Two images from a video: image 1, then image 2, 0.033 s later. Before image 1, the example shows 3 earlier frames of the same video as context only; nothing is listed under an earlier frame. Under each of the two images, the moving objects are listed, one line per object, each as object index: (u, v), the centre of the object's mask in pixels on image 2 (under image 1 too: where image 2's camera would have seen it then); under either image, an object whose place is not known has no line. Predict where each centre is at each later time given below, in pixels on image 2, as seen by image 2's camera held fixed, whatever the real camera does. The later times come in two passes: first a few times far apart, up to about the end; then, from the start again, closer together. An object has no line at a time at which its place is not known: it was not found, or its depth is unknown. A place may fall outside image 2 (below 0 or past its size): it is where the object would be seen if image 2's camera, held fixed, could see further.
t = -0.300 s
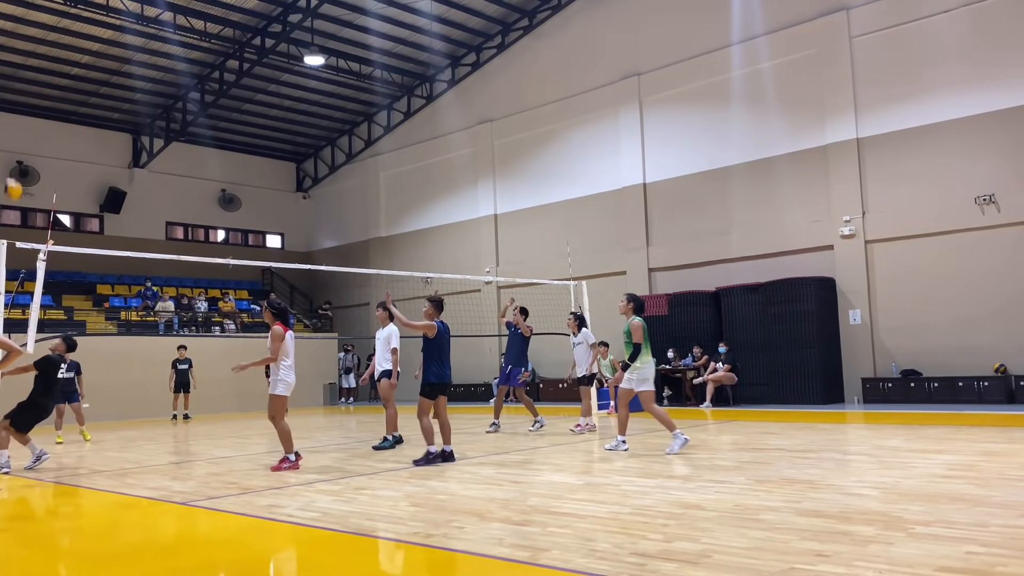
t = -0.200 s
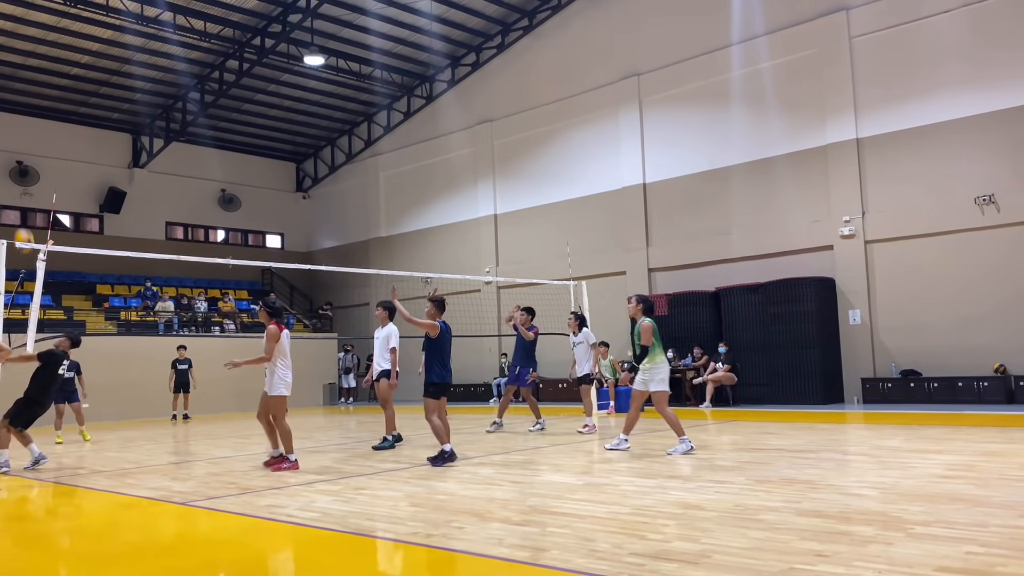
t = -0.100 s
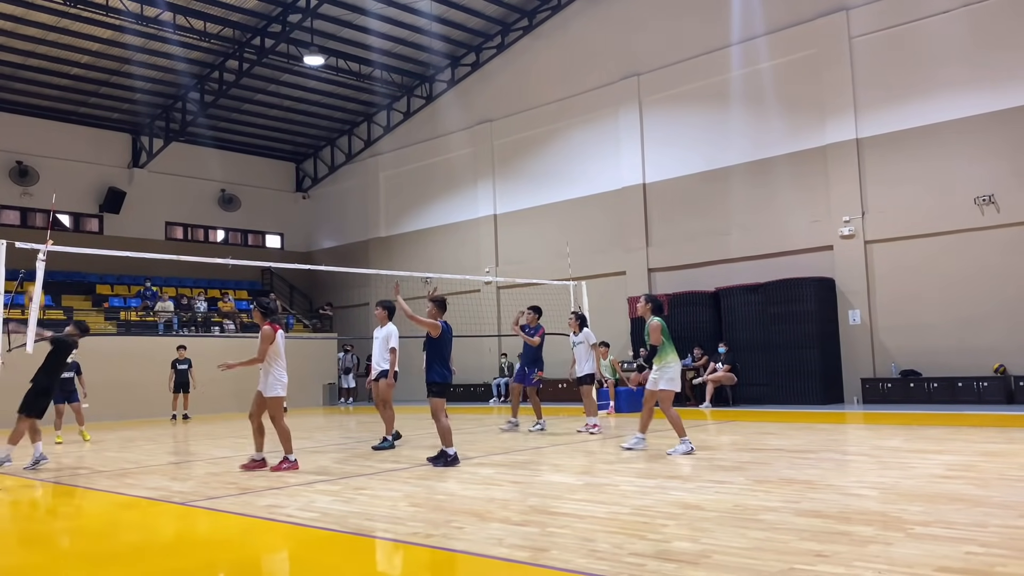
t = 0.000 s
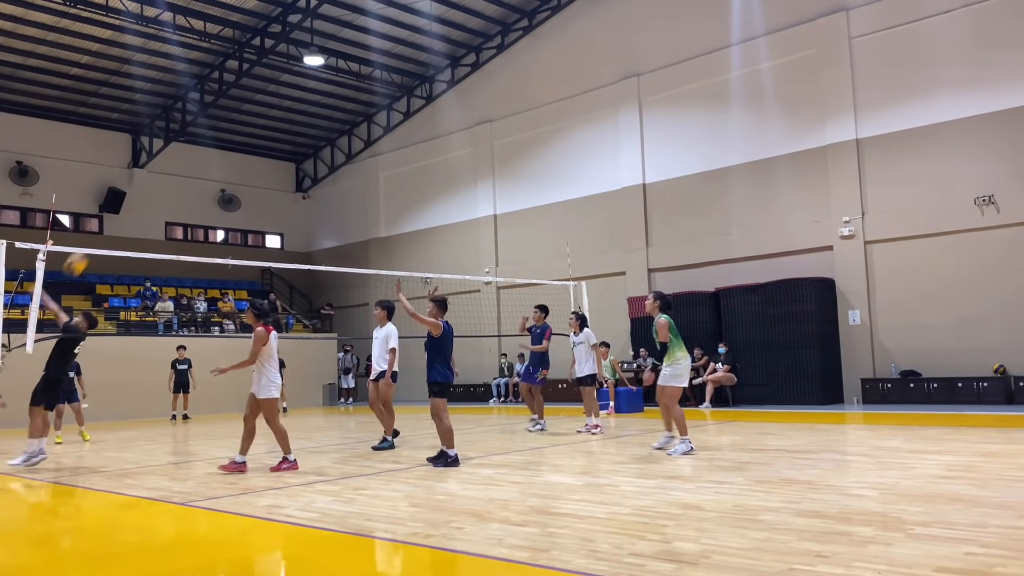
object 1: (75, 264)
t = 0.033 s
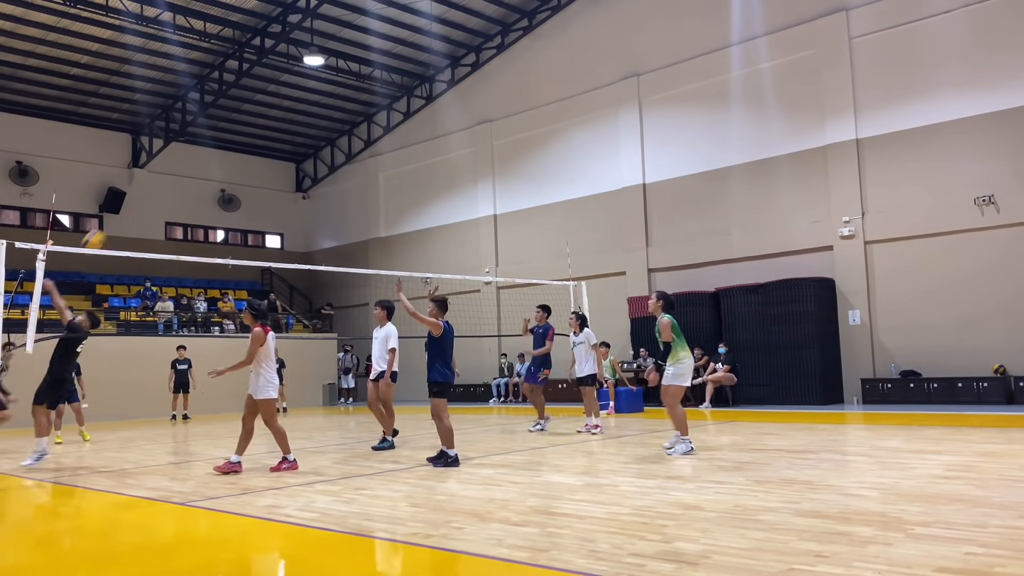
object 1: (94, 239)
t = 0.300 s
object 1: (228, 104)
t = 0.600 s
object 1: (376, 23)
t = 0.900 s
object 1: (523, 18)
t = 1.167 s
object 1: (654, 75)
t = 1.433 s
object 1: (788, 194)
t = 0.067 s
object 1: (110, 221)
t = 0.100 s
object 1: (128, 200)
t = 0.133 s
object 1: (144, 181)
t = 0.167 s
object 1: (162, 163)
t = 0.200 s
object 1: (178, 147)
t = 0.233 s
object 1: (194, 132)
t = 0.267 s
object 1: (211, 117)
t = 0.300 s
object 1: (228, 104)
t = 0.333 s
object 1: (244, 91)
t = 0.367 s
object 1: (261, 79)
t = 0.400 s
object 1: (277, 68)
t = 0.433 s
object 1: (294, 58)
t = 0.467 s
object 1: (311, 48)
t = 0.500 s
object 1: (327, 41)
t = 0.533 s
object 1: (343, 34)
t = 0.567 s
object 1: (359, 28)
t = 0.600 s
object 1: (376, 23)
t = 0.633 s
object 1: (392, 19)
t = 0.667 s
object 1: (408, 15)
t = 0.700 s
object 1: (425, 12)
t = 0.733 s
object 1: (442, 11)
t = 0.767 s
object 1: (458, 11)
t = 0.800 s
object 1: (473, 11)
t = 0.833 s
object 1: (491, 13)
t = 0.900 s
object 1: (523, 18)
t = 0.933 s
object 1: (539, 21)
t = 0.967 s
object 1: (556, 26)
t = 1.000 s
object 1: (572, 32)
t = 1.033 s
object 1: (589, 39)
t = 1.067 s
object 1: (605, 47)
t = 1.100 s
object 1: (621, 55)
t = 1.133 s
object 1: (638, 65)
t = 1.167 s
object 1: (654, 75)
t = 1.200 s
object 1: (672, 87)
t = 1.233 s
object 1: (688, 100)
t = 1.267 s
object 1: (704, 113)
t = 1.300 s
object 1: (721, 127)
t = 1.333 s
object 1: (738, 142)
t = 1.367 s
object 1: (755, 159)
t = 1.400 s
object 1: (771, 176)
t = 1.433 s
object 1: (788, 194)
